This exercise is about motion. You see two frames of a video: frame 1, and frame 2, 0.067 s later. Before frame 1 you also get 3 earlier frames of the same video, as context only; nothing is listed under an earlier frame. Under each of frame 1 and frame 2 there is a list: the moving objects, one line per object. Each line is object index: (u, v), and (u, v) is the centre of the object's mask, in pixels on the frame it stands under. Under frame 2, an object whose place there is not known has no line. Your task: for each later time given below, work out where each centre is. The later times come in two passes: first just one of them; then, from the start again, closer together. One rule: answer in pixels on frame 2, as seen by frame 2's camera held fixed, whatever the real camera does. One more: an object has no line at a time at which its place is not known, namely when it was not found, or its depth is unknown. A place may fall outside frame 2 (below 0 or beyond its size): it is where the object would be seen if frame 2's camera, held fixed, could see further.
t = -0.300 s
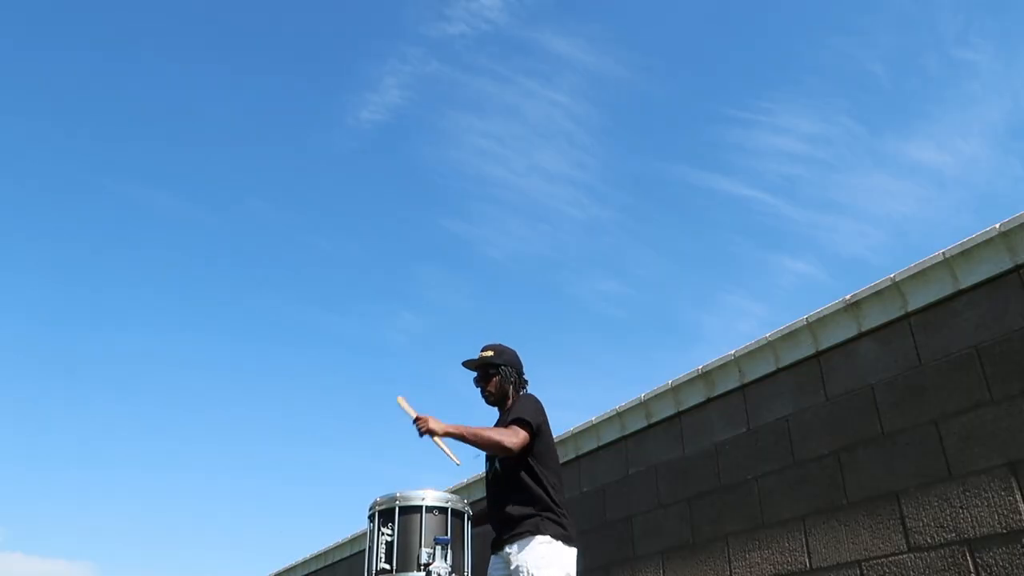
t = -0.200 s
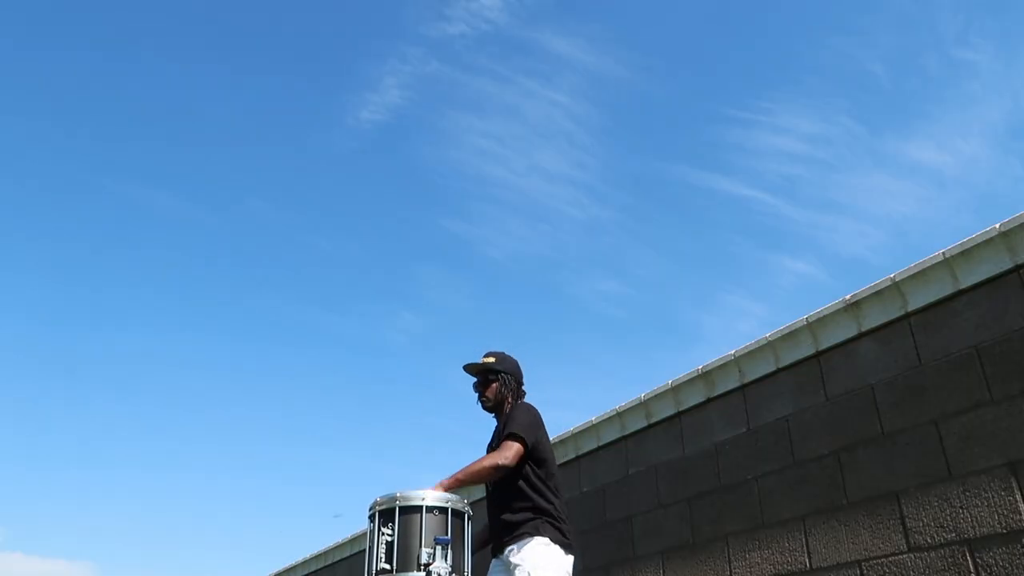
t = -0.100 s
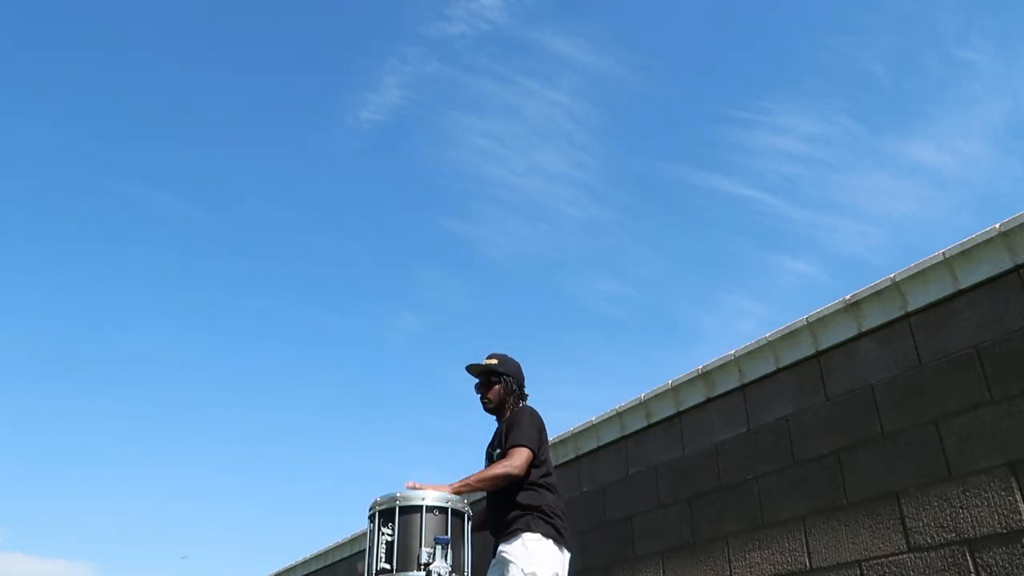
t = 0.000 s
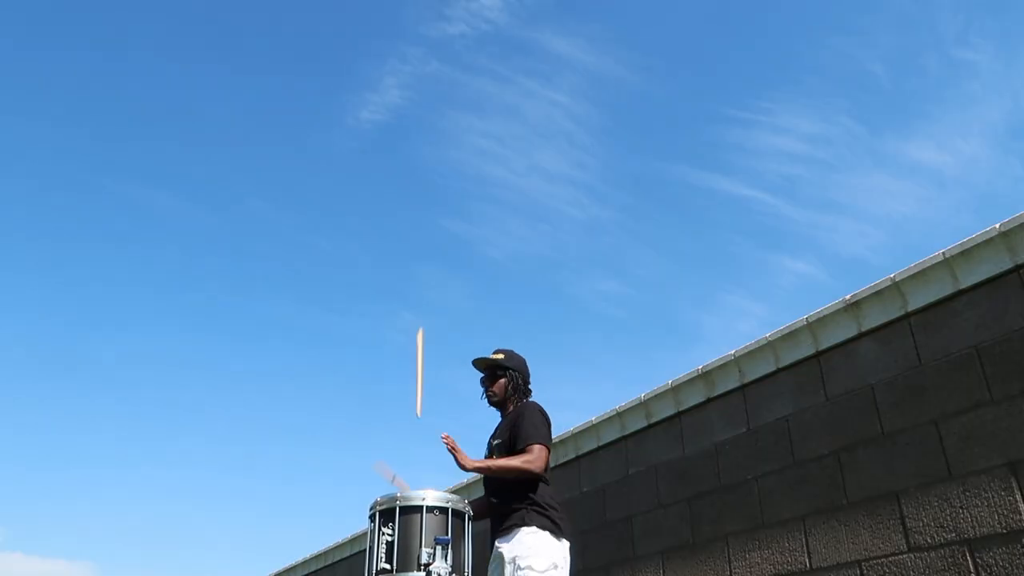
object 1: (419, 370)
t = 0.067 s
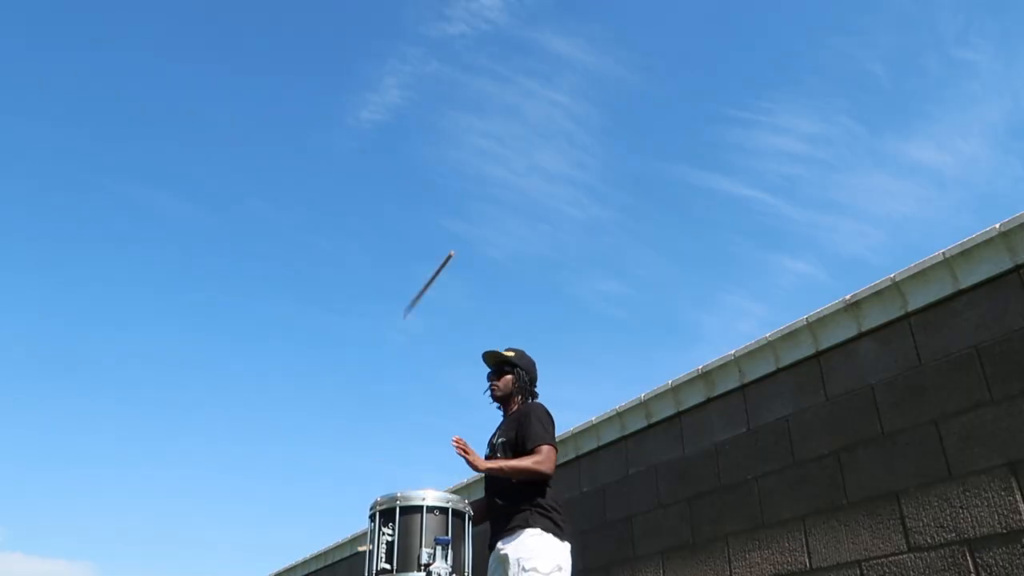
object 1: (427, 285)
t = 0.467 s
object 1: (471, 15)
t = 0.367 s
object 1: (461, 56)
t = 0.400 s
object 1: (463, 41)
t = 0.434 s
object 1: (466, 27)
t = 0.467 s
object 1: (471, 15)
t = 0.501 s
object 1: (473, 11)
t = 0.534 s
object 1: (470, 13)
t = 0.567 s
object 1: (465, 11)
